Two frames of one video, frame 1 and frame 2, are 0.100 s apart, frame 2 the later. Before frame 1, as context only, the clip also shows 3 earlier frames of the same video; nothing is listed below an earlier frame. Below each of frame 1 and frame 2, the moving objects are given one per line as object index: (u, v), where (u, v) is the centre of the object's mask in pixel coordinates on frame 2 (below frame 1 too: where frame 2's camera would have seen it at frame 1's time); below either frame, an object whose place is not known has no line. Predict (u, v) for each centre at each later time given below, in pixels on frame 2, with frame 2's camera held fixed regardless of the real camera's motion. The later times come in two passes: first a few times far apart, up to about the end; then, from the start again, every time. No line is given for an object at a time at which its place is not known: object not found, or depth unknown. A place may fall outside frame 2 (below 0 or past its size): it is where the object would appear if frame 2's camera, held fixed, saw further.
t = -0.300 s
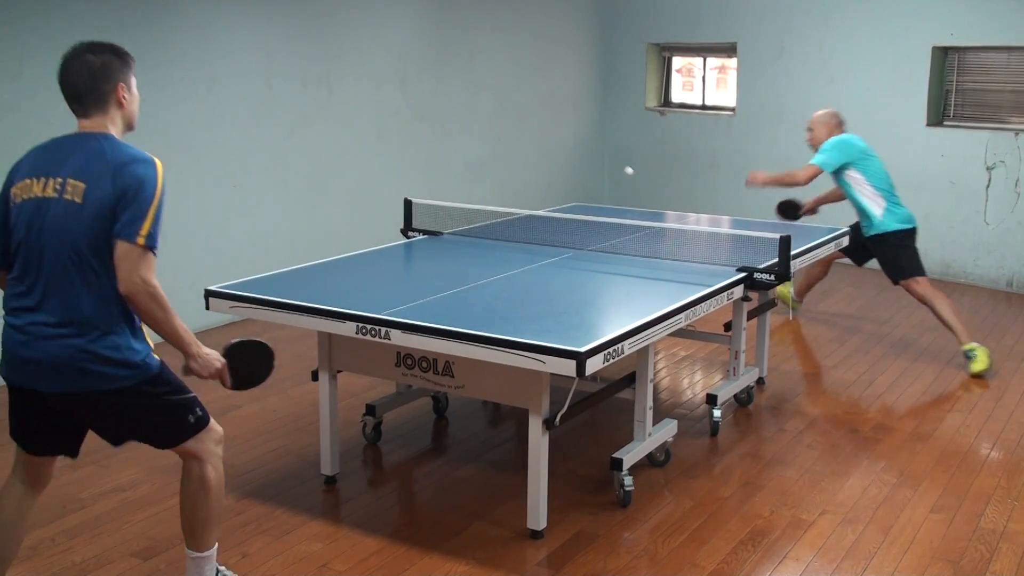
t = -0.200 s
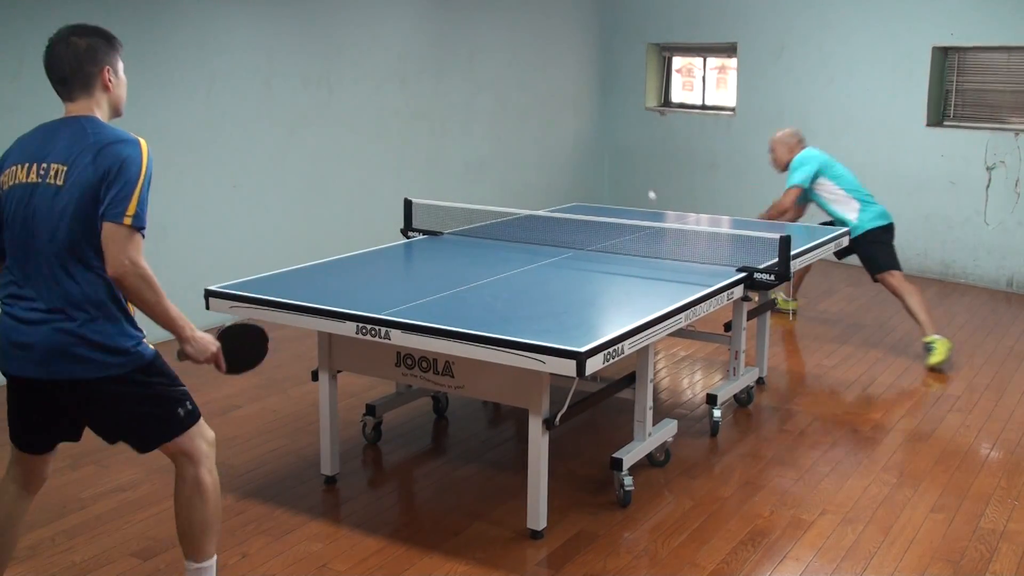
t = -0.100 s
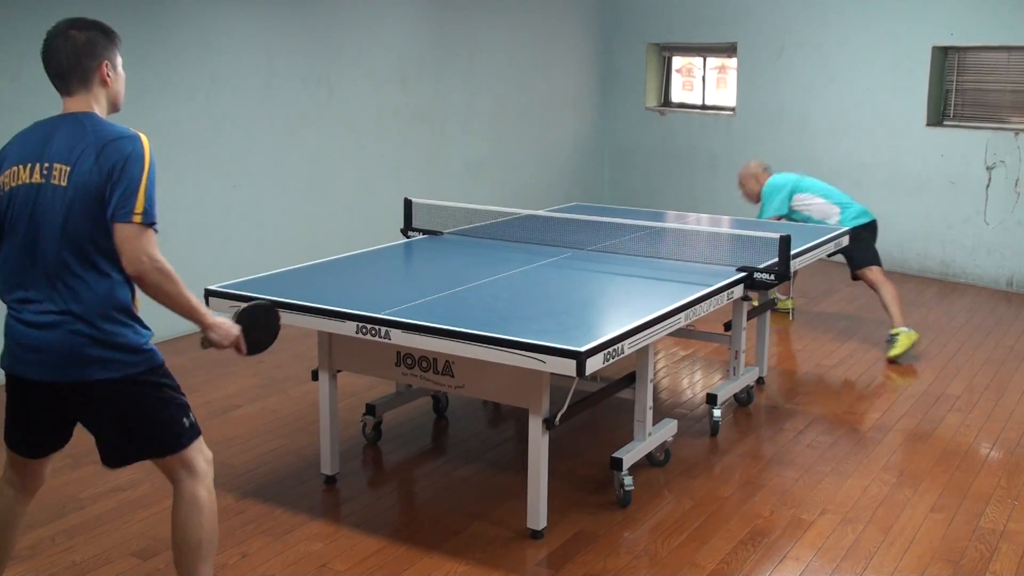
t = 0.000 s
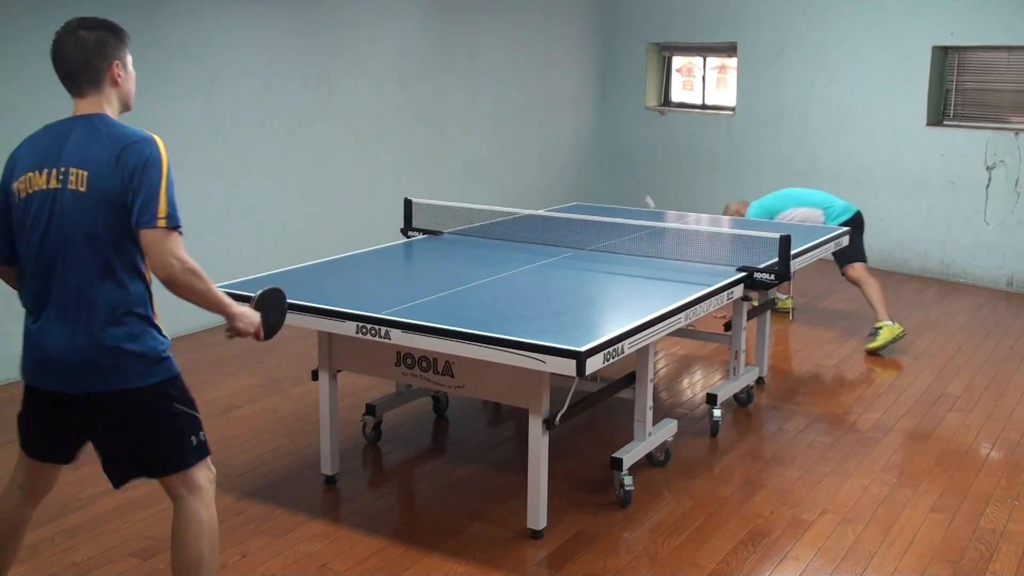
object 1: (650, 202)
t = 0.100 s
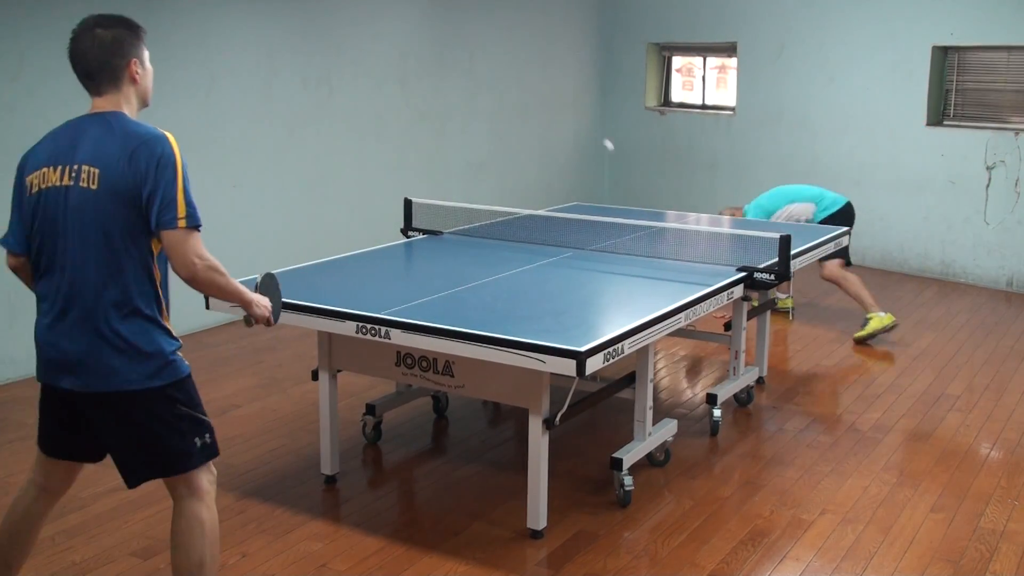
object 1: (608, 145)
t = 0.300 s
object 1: (520, 88)
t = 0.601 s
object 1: (377, 182)
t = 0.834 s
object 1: (273, 180)
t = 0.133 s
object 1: (594, 130)
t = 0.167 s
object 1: (580, 117)
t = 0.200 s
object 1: (565, 106)
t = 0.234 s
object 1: (550, 97)
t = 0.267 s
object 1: (536, 91)
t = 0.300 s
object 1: (520, 88)
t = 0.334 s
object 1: (505, 86)
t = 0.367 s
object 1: (490, 88)
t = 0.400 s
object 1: (474, 92)
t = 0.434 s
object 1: (459, 99)
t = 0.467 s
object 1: (443, 109)
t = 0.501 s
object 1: (426, 123)
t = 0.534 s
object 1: (410, 139)
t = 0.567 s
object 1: (393, 160)
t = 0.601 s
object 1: (377, 182)
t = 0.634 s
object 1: (361, 208)
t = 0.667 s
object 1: (344, 238)
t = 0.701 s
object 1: (328, 246)
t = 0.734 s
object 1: (315, 226)
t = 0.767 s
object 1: (302, 208)
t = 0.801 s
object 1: (288, 193)
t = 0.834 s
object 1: (273, 180)
